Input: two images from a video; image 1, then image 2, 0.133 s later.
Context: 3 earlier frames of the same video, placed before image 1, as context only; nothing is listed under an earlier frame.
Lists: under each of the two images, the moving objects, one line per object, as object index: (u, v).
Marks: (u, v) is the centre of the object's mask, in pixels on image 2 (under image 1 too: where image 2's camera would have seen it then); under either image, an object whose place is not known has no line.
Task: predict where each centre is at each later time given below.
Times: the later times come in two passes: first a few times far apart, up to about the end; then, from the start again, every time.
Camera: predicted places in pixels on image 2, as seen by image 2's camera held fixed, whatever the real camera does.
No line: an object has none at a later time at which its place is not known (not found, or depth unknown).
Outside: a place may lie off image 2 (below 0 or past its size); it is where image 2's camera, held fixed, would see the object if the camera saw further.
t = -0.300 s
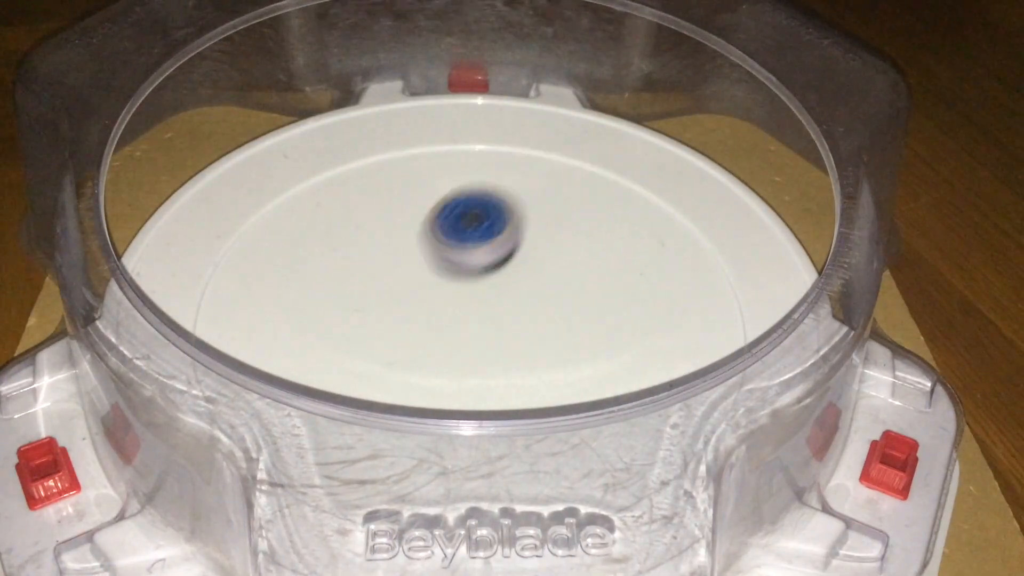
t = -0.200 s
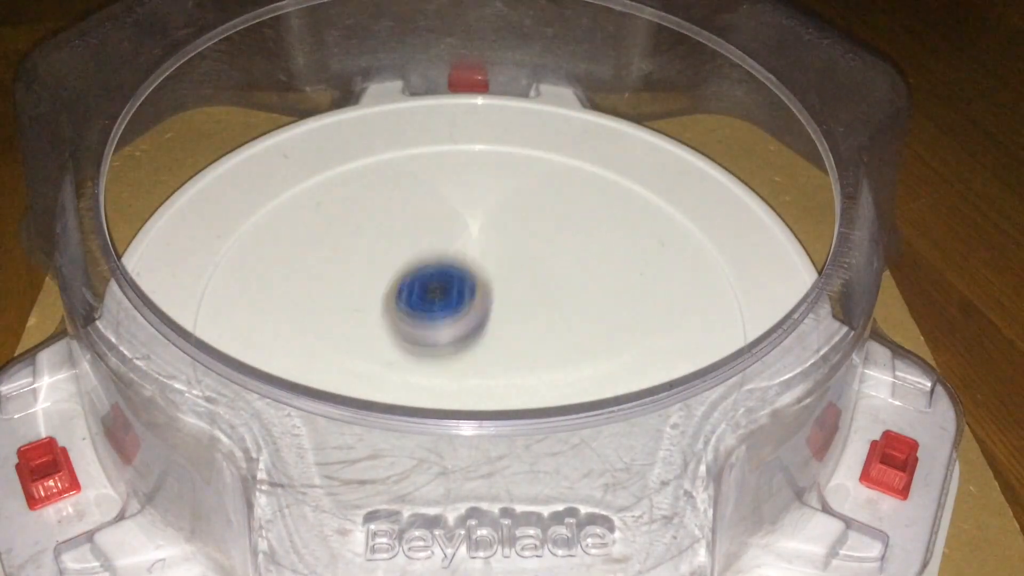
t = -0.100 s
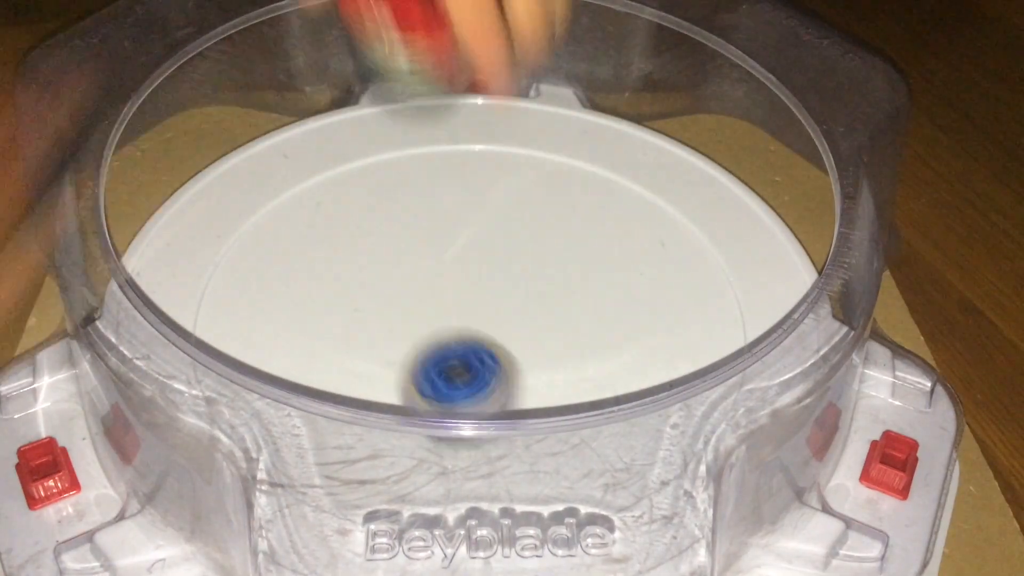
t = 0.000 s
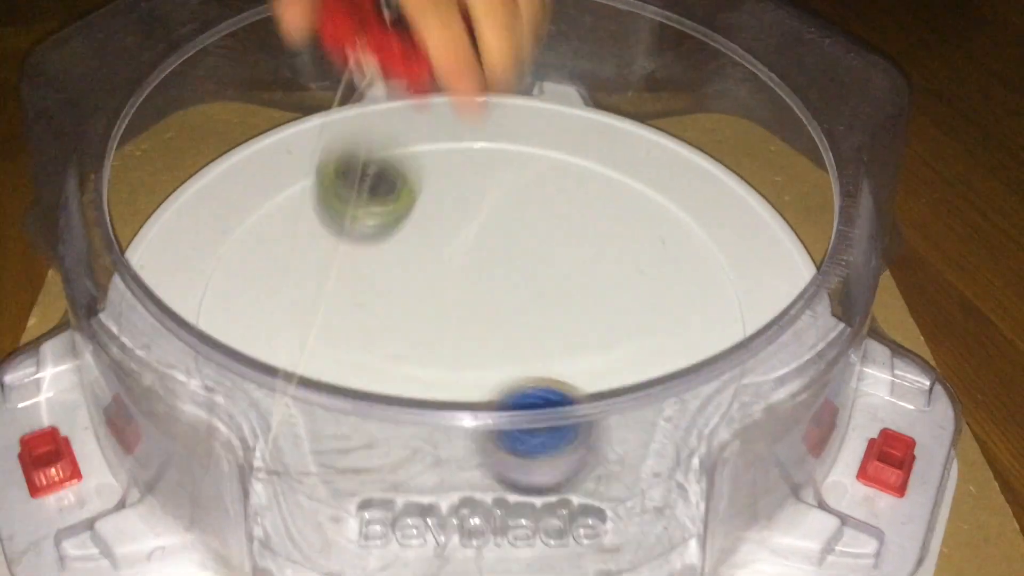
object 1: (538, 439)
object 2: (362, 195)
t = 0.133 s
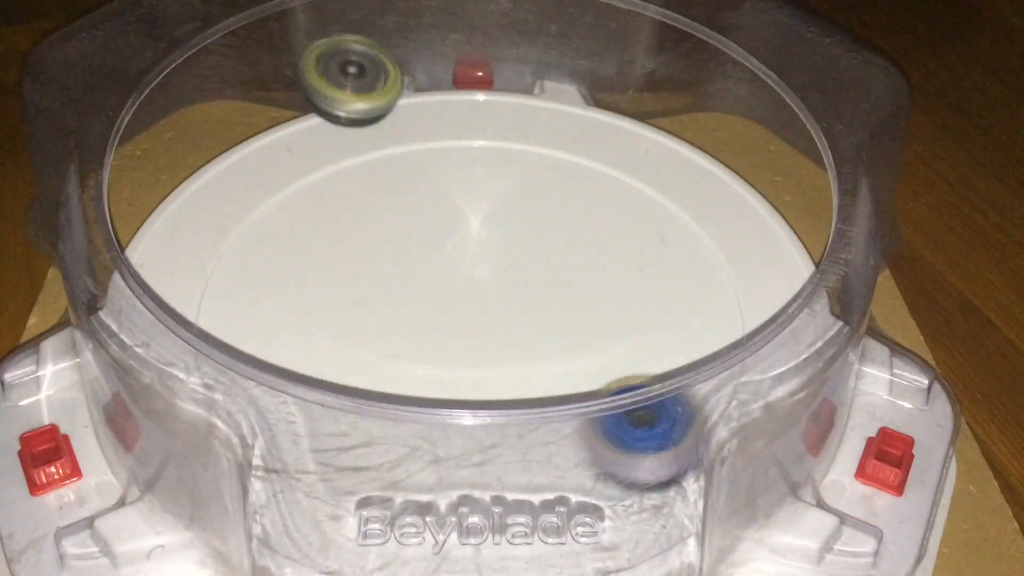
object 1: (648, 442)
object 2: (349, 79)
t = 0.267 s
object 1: (670, 381)
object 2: (360, 91)
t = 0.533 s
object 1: (566, 292)
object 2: (426, 215)
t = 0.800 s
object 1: (529, 390)
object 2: (407, 172)
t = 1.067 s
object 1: (530, 376)
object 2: (356, 227)
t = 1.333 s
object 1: (595, 453)
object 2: (526, 264)
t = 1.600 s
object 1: (612, 360)
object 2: (590, 163)
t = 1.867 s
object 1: (425, 307)
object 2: (416, 180)
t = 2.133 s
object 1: (280, 429)
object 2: (425, 320)
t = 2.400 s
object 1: (430, 374)
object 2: (709, 317)
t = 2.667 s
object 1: (403, 274)
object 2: (637, 186)
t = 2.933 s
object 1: (263, 251)
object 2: (385, 193)
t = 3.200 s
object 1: (291, 323)
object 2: (498, 408)
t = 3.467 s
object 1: (462, 308)
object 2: (704, 309)
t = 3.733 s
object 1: (449, 263)
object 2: (560, 120)
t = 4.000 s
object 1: (407, 324)
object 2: (324, 253)
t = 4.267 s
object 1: (549, 343)
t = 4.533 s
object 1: (587, 299)
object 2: (734, 270)
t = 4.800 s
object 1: (547, 271)
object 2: (463, 154)
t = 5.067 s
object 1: (468, 279)
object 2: (228, 326)
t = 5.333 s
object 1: (400, 338)
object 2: (691, 297)
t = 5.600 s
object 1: (451, 332)
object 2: (206, 273)
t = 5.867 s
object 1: (455, 277)
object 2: (666, 265)
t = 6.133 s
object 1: (457, 274)
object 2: (242, 250)
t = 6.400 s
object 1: (499, 301)
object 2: (710, 301)
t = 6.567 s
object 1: (506, 309)
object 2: (472, 152)
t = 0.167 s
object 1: (666, 433)
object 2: (350, 90)
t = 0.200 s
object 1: (670, 413)
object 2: (352, 119)
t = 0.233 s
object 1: (671, 399)
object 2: (356, 99)
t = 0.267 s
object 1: (670, 381)
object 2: (360, 91)
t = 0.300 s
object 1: (667, 365)
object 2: (365, 96)
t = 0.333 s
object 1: (659, 343)
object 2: (373, 122)
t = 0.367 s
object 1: (657, 336)
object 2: (379, 123)
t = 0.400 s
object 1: (648, 324)
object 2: (387, 139)
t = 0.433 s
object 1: (633, 313)
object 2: (396, 157)
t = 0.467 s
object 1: (614, 304)
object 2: (405, 176)
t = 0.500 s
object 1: (592, 297)
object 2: (415, 196)
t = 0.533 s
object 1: (566, 292)
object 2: (426, 215)
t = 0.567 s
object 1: (541, 291)
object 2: (438, 234)
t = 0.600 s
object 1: (530, 302)
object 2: (437, 236)
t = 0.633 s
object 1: (529, 331)
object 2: (427, 225)
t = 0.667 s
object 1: (527, 352)
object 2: (419, 214)
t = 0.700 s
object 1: (526, 366)
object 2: (415, 203)
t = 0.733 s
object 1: (526, 373)
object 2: (412, 193)
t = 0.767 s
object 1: (527, 374)
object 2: (410, 182)
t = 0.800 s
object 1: (529, 390)
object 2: (407, 172)
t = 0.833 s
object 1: (532, 395)
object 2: (402, 165)
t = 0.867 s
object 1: (534, 396)
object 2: (395, 159)
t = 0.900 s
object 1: (536, 396)
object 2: (386, 157)
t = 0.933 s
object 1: (537, 395)
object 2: (375, 159)
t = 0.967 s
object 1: (537, 394)
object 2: (362, 165)
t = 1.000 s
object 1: (536, 390)
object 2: (352, 179)
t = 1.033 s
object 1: (534, 388)
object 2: (349, 201)
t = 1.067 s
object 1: (530, 376)
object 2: (356, 227)
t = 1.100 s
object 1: (523, 375)
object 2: (372, 255)
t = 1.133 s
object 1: (516, 373)
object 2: (397, 283)
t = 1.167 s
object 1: (510, 374)
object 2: (428, 307)
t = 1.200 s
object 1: (522, 392)
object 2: (450, 304)
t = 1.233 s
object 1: (540, 424)
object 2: (466, 298)
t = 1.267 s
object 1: (559, 443)
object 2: (487, 284)
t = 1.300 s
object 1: (577, 454)
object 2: (505, 277)
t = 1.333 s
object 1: (595, 453)
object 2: (526, 264)
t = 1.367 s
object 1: (611, 451)
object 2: (546, 254)
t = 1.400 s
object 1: (625, 445)
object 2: (564, 240)
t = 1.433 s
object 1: (636, 438)
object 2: (579, 226)
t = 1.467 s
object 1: (638, 417)
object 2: (590, 211)
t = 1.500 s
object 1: (641, 406)
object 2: (597, 196)
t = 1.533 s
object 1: (634, 387)
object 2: (599, 184)
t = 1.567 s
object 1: (623, 374)
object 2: (596, 173)
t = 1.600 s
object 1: (612, 360)
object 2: (590, 163)
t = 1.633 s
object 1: (599, 352)
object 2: (579, 155)
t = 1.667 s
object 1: (580, 342)
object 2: (565, 150)
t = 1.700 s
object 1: (560, 332)
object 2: (548, 145)
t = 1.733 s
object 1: (536, 324)
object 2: (527, 141)
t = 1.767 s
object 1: (511, 317)
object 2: (501, 140)
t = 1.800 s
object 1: (484, 312)
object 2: (472, 146)
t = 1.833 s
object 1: (455, 308)
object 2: (442, 160)
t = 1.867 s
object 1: (425, 307)
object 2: (416, 180)
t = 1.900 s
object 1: (396, 307)
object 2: (393, 205)
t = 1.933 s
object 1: (365, 316)
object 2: (375, 230)
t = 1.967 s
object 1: (332, 341)
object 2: (367, 239)
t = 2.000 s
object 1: (312, 350)
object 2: (365, 249)
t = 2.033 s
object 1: (285, 379)
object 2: (370, 264)
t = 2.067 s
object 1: (270, 398)
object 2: (381, 282)
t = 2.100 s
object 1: (263, 419)
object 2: (401, 301)
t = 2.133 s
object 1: (280, 429)
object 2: (425, 320)
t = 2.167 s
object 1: (303, 437)
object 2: (457, 339)
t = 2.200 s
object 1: (322, 440)
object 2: (493, 350)
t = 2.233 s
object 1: (342, 441)
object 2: (533, 356)
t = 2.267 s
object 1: (363, 427)
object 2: (573, 356)
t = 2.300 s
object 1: (382, 420)
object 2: (613, 351)
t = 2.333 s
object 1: (400, 407)
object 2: (647, 343)
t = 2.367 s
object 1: (416, 397)
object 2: (681, 331)
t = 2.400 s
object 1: (430, 374)
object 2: (709, 317)
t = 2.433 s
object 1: (438, 370)
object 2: (731, 300)
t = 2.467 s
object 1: (442, 361)
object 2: (740, 283)
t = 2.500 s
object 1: (443, 346)
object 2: (733, 270)
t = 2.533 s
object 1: (440, 331)
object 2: (721, 253)
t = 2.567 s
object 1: (434, 315)
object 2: (704, 235)
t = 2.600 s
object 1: (424, 300)
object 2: (684, 219)
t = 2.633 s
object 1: (414, 286)
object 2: (662, 203)
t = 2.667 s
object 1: (403, 274)
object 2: (637, 186)
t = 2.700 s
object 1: (391, 262)
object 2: (604, 170)
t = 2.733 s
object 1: (379, 252)
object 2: (568, 159)
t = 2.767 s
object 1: (367, 244)
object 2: (524, 157)
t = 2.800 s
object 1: (355, 237)
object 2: (482, 160)
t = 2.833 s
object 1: (343, 232)
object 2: (441, 169)
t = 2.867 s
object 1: (324, 233)
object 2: (404, 180)
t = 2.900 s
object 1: (288, 242)
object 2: (394, 183)
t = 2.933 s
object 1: (263, 251)
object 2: (385, 193)
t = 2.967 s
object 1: (248, 262)
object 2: (377, 209)
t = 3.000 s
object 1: (242, 273)
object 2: (371, 233)
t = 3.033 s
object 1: (242, 283)
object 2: (370, 264)
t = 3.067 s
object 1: (246, 292)
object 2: (378, 298)
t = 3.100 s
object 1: (253, 301)
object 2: (393, 331)
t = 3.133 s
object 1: (263, 309)
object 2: (419, 356)
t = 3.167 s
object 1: (275, 316)
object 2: (456, 390)
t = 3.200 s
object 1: (291, 323)
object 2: (498, 408)
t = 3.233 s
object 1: (310, 328)
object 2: (546, 432)
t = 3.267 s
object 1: (330, 333)
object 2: (602, 451)
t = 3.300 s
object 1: (352, 336)
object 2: (651, 442)
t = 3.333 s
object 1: (376, 335)
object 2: (693, 423)
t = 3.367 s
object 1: (399, 333)
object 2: (712, 392)
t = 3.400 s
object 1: (423, 327)
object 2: (713, 360)
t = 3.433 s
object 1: (444, 318)
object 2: (704, 326)
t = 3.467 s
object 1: (462, 308)
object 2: (704, 309)
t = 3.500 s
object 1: (477, 296)
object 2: (698, 284)
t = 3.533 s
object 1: (491, 285)
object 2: (688, 258)
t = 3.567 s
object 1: (503, 272)
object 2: (671, 231)
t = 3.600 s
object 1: (512, 260)
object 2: (644, 210)
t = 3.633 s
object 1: (520, 249)
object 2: (611, 194)
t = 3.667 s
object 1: (510, 245)
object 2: (583, 169)
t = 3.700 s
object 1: (476, 252)
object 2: (576, 143)
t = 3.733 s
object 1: (449, 263)
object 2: (560, 120)
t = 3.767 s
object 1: (425, 270)
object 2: (540, 115)
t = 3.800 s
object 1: (405, 277)
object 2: (512, 123)
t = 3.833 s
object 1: (391, 283)
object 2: (478, 134)
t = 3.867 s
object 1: (383, 289)
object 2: (441, 148)
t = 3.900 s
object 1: (382, 295)
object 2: (406, 168)
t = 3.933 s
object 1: (385, 302)
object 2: (374, 195)
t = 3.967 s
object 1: (392, 309)
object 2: (346, 227)
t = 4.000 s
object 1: (407, 324)
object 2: (324, 253)
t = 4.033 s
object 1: (426, 339)
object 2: (307, 274)
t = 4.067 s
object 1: (447, 349)
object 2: (298, 303)
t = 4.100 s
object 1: (471, 353)
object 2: (301, 328)
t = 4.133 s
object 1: (491, 353)
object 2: (322, 350)
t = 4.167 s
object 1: (509, 353)
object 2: (343, 390)
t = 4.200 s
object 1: (525, 350)
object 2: (376, 426)
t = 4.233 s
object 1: (538, 347)
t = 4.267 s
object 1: (549, 343)
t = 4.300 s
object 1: (559, 339)
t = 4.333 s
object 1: (568, 334)
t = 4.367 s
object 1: (576, 328)
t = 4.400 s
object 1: (582, 321)
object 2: (692, 401)
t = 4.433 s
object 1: (585, 315)
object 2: (721, 374)
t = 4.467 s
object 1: (587, 309)
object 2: (734, 331)
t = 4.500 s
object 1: (587, 304)
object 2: (734, 297)
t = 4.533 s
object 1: (587, 299)
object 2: (734, 270)
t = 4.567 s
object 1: (585, 294)
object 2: (720, 242)
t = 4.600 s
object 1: (583, 290)
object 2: (697, 215)
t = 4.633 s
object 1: (580, 286)
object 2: (667, 194)
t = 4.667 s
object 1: (576, 282)
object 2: (633, 177)
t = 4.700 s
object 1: (570, 278)
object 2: (593, 163)
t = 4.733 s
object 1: (563, 275)
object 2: (549, 155)
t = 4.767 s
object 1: (555, 273)
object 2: (506, 152)
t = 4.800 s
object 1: (547, 271)
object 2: (463, 154)
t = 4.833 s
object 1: (538, 270)
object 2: (419, 161)
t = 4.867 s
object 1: (529, 269)
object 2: (380, 172)
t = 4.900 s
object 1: (519, 269)
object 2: (338, 190)
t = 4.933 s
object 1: (509, 270)
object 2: (301, 211)
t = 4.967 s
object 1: (498, 271)
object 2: (271, 236)
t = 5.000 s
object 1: (488, 273)
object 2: (245, 266)
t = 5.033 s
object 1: (478, 276)
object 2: (231, 295)
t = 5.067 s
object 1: (468, 279)
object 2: (228, 326)
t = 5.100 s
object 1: (458, 283)
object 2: (226, 370)
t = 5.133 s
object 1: (450, 287)
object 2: (244, 414)
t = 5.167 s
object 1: (433, 296)
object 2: (340, 463)
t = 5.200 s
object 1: (419, 306)
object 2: (451, 469)
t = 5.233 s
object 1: (408, 315)
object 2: (573, 465)
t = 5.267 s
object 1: (401, 323)
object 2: (658, 434)
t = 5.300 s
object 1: (399, 331)
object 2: (690, 356)
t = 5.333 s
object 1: (400, 338)
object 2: (691, 297)
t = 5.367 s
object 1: (401, 343)
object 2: (657, 242)
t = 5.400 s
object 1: (405, 348)
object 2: (598, 198)
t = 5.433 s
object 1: (409, 351)
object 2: (528, 169)
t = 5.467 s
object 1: (417, 353)
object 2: (450, 154)
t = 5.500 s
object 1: (427, 351)
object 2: (370, 155)
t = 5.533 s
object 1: (437, 347)
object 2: (292, 175)
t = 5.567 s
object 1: (445, 341)
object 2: (234, 214)
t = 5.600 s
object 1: (451, 332)
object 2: (206, 273)
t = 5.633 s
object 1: (455, 324)
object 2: (212, 339)
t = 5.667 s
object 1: (457, 315)
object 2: (263, 410)
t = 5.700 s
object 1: (458, 306)
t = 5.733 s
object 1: (458, 298)
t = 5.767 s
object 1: (458, 292)
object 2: (567, 435)
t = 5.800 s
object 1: (457, 286)
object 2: (630, 375)
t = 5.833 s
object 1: (456, 281)
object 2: (664, 323)
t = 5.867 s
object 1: (455, 277)
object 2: (666, 265)
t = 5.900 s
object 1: (455, 273)
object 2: (640, 213)
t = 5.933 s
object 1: (453, 270)
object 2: (593, 171)
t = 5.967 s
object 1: (452, 268)
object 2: (532, 141)
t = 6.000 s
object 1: (452, 267)
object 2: (462, 128)
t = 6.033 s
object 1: (452, 267)
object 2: (392, 133)
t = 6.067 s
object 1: (452, 267)
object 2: (325, 156)
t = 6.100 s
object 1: (453, 271)
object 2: (271, 196)
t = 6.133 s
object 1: (457, 274)
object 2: (242, 250)
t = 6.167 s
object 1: (462, 278)
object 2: (248, 308)
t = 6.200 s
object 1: (467, 281)
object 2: (288, 375)
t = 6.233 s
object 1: (473, 285)
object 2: (361, 431)
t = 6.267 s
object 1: (478, 288)
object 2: (458, 458)
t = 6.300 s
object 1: (484, 292)
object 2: (563, 453)
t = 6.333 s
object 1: (489, 295)
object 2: (635, 407)
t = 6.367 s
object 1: (494, 298)
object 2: (688, 351)
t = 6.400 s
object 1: (499, 301)
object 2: (710, 301)
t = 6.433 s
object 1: (502, 303)
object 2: (699, 249)
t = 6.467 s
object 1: (506, 305)
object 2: (664, 205)
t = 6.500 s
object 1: (508, 307)
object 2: (609, 172)
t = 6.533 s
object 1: (508, 308)
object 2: (542, 154)
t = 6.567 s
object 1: (506, 309)
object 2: (472, 152)
